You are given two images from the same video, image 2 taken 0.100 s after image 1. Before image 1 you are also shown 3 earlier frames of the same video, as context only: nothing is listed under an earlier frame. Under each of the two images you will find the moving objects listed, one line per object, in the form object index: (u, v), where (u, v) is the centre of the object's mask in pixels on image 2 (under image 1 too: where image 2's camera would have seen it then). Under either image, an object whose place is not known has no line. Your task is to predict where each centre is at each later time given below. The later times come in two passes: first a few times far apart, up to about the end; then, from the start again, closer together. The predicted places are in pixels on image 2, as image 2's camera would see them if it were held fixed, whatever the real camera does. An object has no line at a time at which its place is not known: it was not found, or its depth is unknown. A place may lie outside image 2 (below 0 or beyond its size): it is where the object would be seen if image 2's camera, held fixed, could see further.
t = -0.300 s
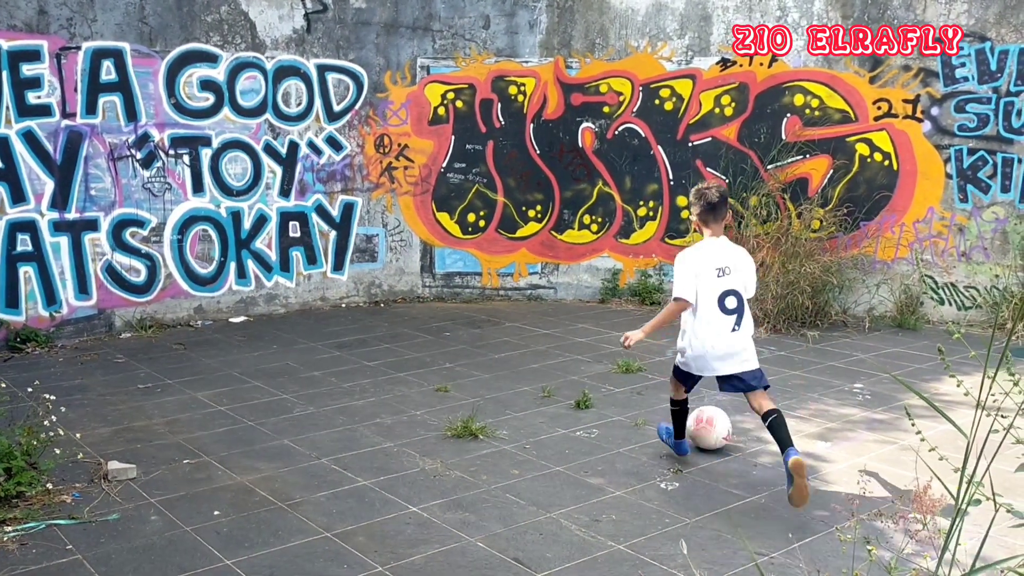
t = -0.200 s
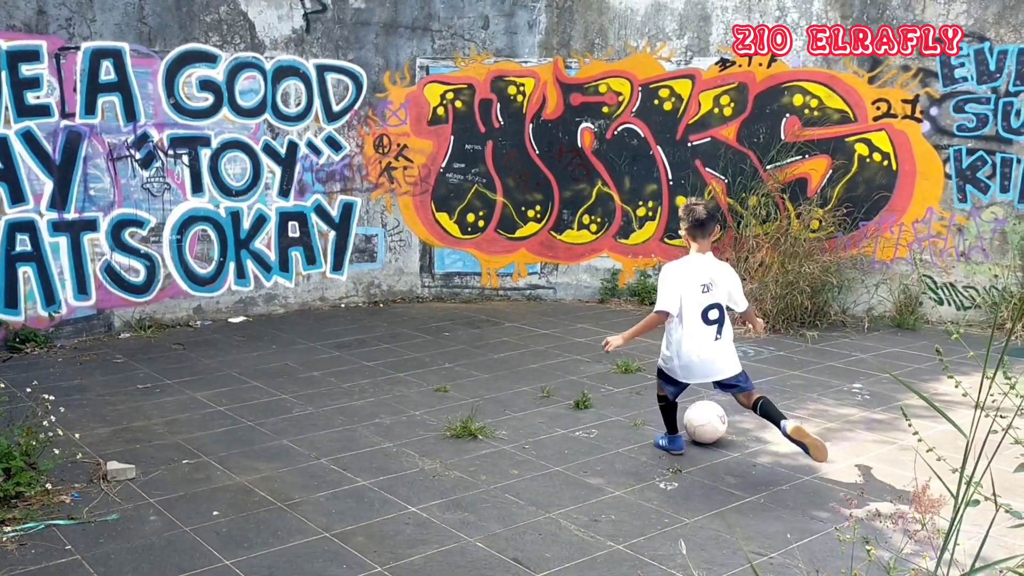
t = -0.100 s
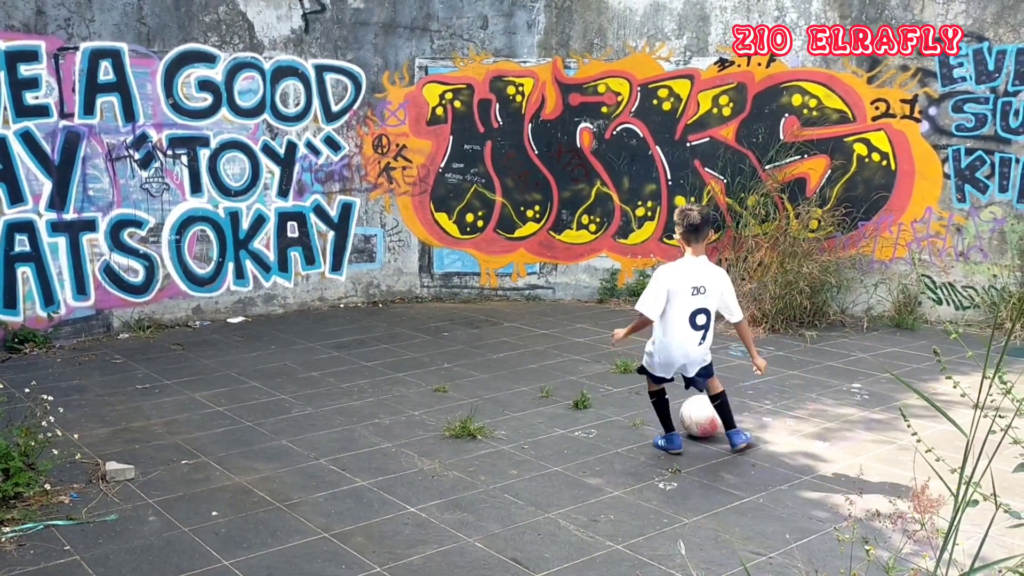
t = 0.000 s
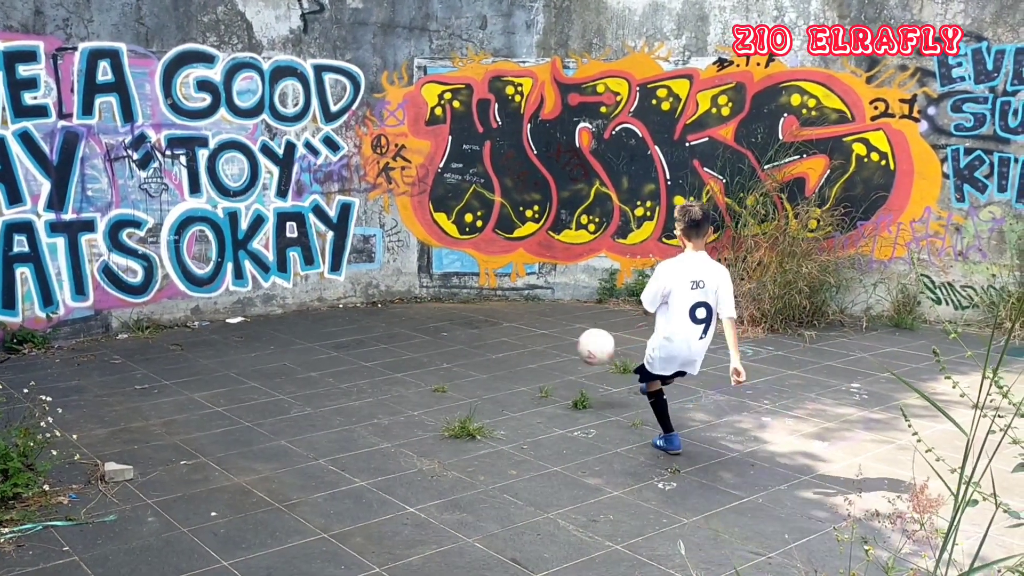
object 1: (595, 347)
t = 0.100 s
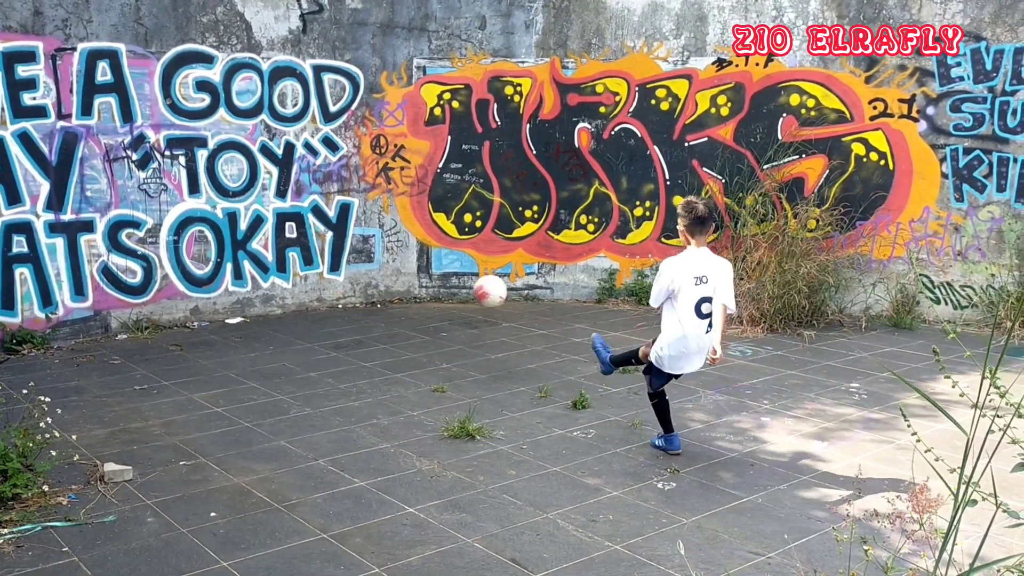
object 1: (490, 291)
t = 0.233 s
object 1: (382, 255)
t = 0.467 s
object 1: (276, 260)
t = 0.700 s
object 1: (329, 319)
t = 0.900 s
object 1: (367, 309)
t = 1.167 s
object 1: (429, 368)
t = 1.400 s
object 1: (492, 389)
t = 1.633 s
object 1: (570, 431)
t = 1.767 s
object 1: (624, 465)
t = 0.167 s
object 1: (432, 269)
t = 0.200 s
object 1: (406, 261)
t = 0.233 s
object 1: (382, 255)
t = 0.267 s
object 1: (359, 252)
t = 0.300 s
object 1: (338, 249)
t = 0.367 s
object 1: (299, 249)
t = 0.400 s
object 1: (281, 251)
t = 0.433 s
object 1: (268, 253)
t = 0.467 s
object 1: (276, 260)
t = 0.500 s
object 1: (283, 268)
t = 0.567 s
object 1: (299, 289)
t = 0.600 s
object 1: (307, 301)
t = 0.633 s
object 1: (316, 317)
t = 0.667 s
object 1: (324, 326)
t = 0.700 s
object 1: (329, 319)
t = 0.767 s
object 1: (341, 309)
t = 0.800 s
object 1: (347, 308)
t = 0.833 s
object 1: (353, 307)
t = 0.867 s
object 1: (360, 307)
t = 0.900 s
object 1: (367, 309)
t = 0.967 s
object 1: (381, 318)
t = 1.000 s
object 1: (389, 326)
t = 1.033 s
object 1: (396, 335)
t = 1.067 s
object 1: (404, 345)
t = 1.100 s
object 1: (412, 359)
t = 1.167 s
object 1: (429, 368)
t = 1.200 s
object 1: (437, 365)
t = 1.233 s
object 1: (445, 365)
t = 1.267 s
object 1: (453, 365)
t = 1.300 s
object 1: (462, 368)
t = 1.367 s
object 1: (482, 379)
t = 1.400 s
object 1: (492, 389)
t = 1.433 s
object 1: (502, 401)
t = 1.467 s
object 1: (512, 414)
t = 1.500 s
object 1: (523, 412)
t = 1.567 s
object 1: (545, 416)
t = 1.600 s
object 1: (557, 422)
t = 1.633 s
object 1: (570, 431)
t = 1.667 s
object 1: (583, 442)
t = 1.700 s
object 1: (595, 454)
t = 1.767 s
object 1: (624, 465)
